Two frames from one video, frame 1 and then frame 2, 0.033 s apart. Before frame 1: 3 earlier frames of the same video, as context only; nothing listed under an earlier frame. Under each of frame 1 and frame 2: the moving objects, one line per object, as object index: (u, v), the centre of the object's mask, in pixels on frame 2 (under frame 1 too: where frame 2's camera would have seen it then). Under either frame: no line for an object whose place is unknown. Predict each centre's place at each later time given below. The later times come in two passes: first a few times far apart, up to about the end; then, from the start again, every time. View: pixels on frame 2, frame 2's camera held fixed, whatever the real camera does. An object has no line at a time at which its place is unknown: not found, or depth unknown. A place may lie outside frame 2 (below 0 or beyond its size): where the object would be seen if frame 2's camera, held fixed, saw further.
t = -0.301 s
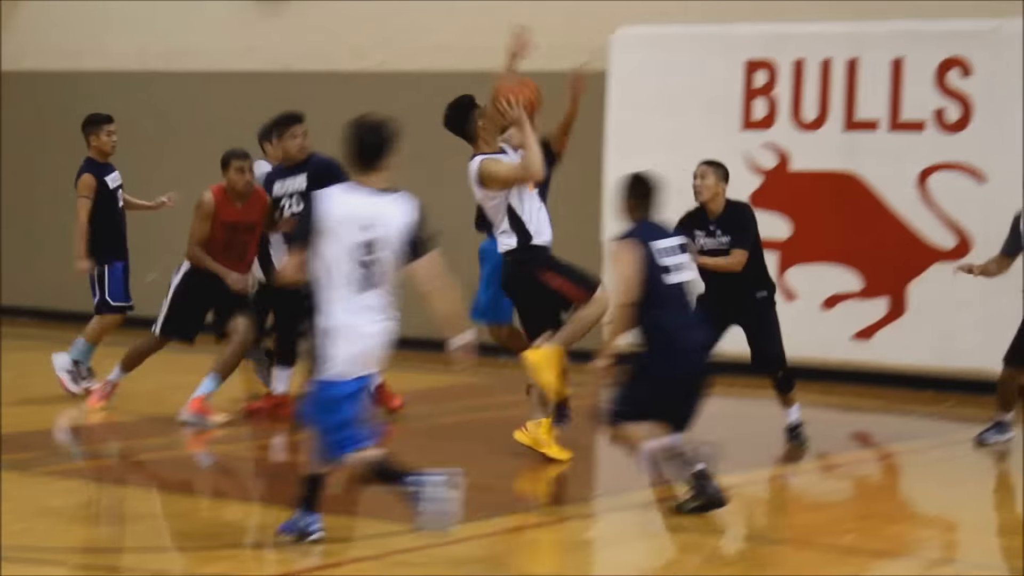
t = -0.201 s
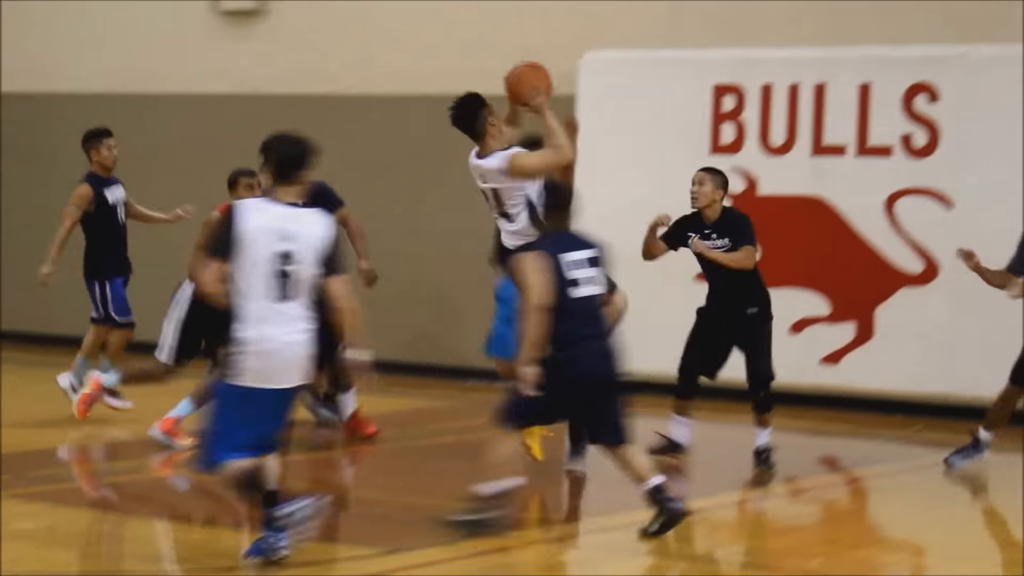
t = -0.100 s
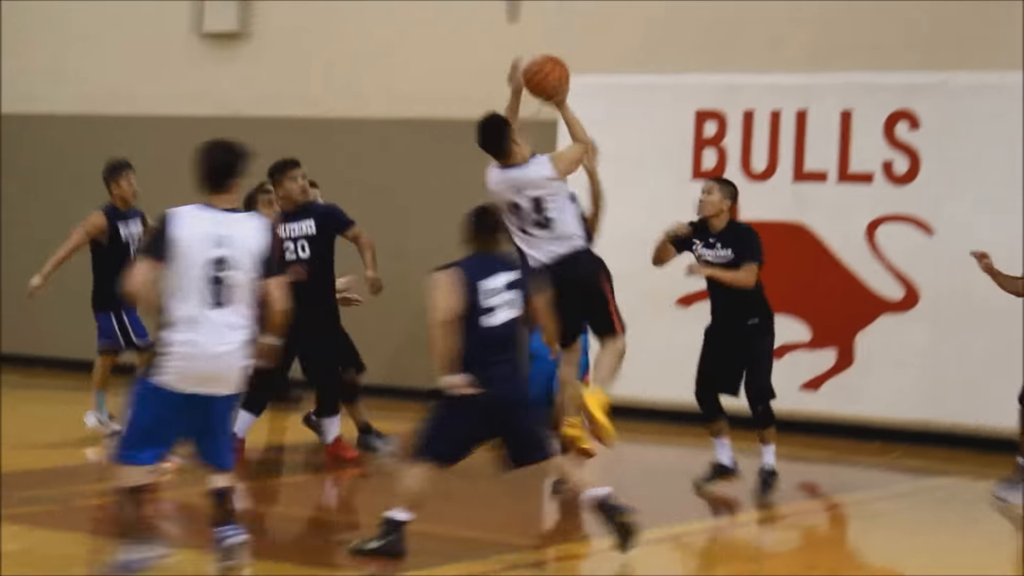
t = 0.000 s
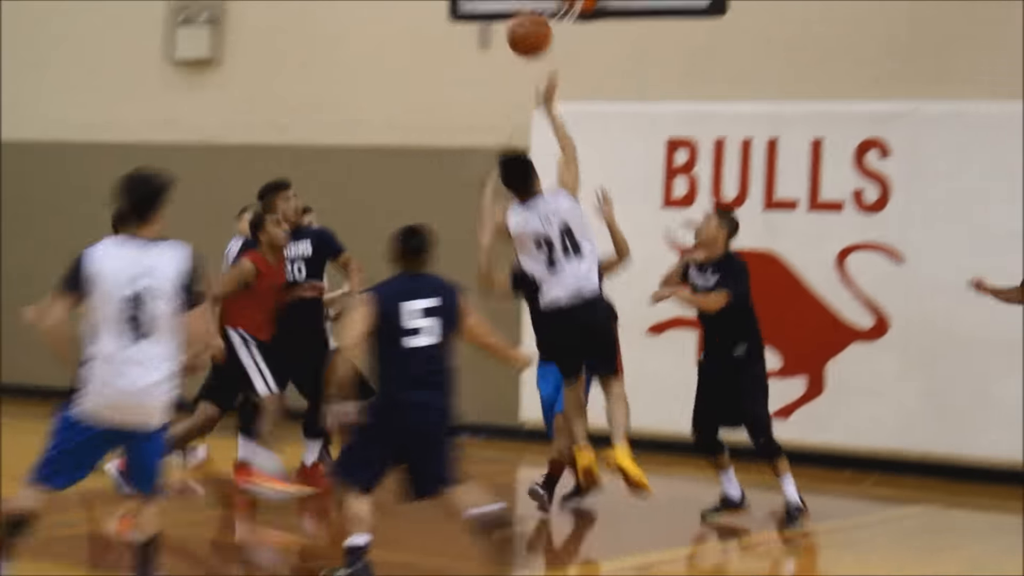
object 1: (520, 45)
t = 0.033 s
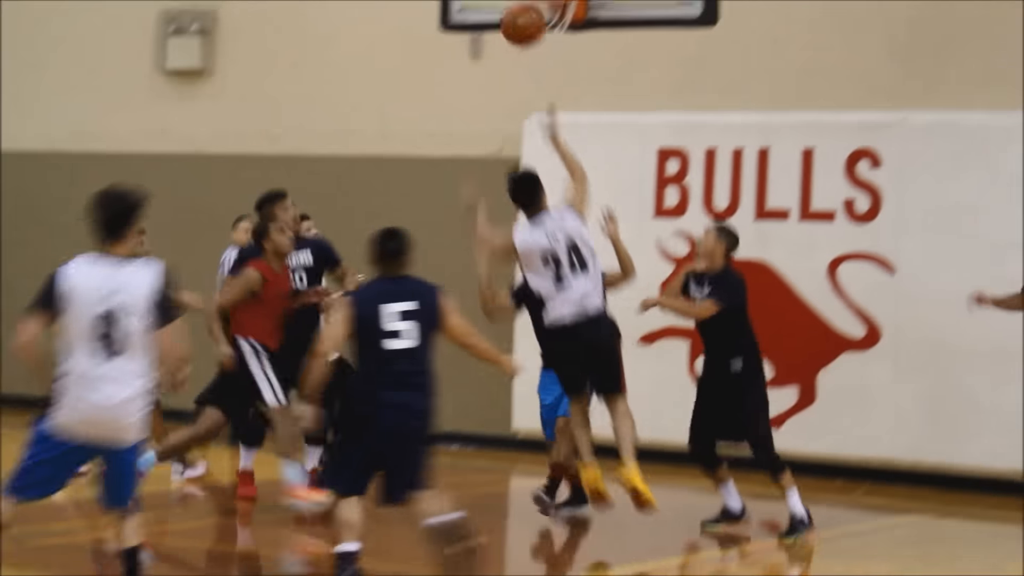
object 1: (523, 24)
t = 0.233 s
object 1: (534, -41)
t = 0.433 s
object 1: (543, -56)
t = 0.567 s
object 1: (547, -34)
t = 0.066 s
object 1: (524, 8)
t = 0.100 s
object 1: (526, -5)
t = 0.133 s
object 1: (529, -17)
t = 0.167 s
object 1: (530, -26)
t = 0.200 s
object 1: (533, -33)
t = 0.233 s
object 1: (534, -41)
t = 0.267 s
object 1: (536, -48)
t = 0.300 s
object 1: (537, -53)
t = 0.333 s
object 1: (539, -57)
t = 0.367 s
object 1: (540, -58)
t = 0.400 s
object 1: (542, -58)
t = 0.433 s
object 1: (543, -56)
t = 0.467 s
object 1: (544, -54)
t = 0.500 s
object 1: (545, -51)
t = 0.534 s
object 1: (546, -44)
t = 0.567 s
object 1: (547, -34)
